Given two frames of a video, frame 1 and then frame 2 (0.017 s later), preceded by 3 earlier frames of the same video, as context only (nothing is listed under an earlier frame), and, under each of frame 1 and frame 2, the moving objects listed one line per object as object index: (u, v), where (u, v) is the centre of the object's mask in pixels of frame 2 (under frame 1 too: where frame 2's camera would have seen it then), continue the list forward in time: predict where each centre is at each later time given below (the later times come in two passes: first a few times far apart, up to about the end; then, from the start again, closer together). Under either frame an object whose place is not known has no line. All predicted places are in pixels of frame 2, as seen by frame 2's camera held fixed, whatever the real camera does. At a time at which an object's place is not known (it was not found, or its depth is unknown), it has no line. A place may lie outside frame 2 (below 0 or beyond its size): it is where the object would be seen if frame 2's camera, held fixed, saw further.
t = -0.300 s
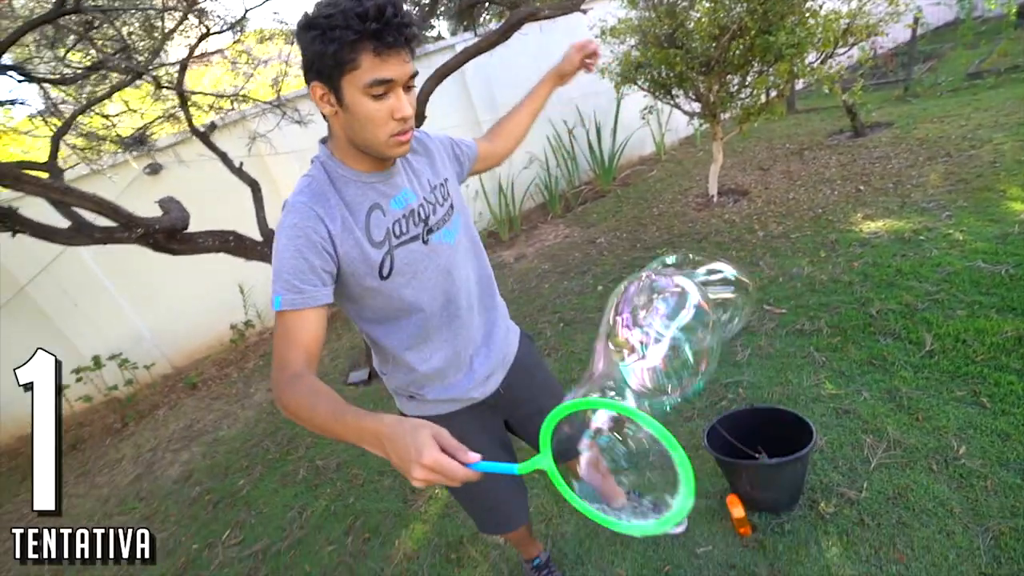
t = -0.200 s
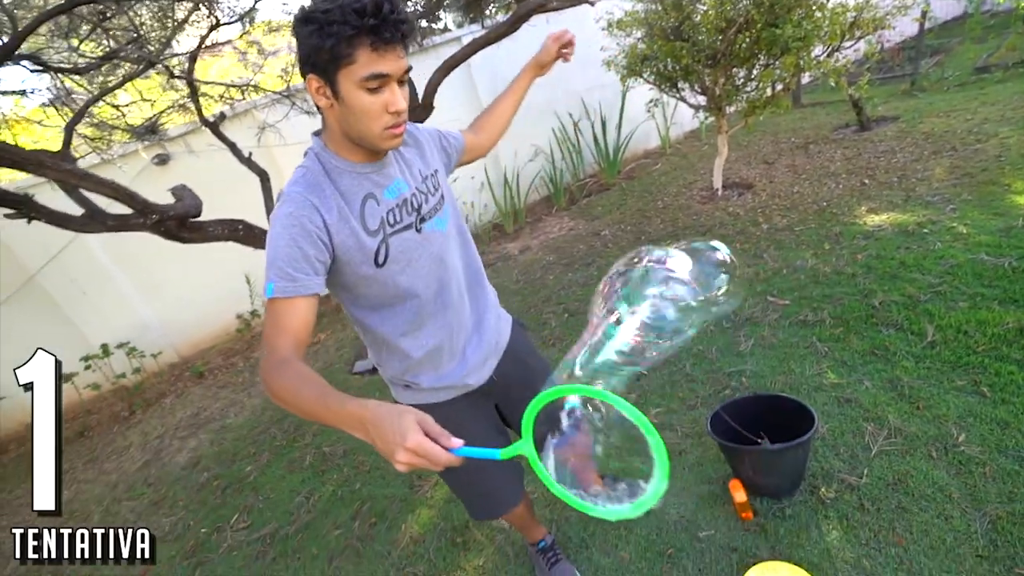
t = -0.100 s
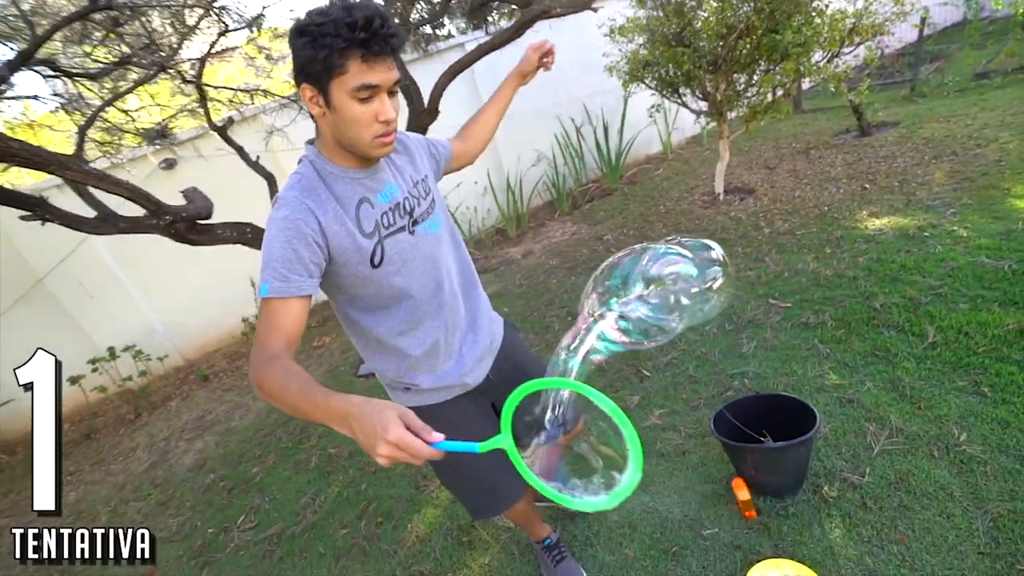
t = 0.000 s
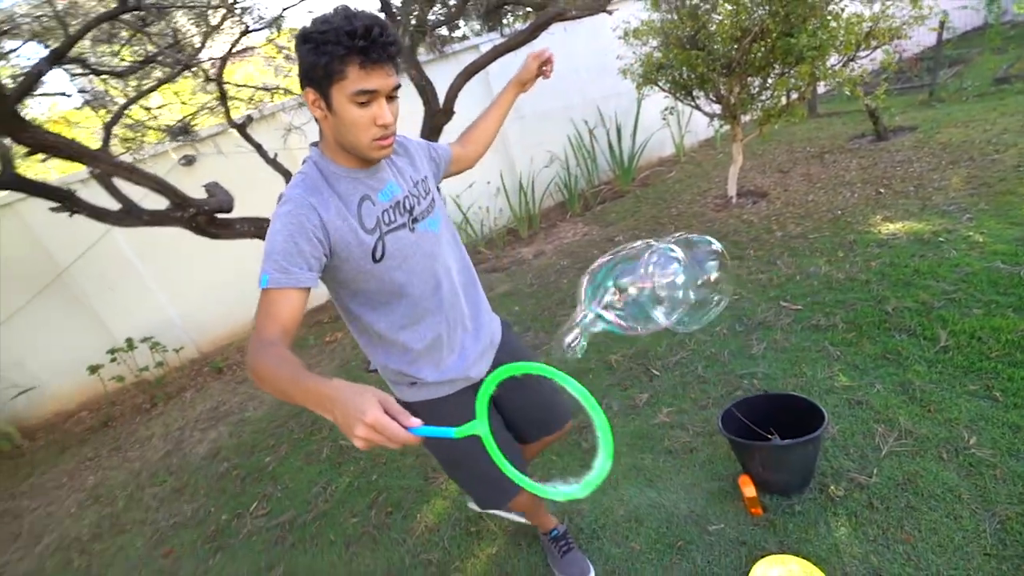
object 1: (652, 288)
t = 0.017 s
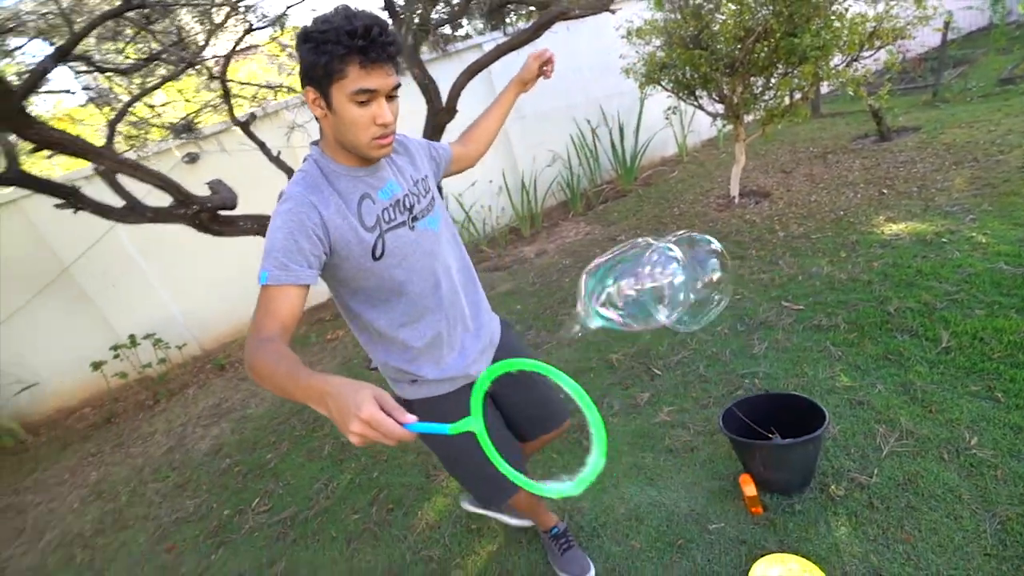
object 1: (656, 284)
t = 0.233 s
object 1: (675, 279)
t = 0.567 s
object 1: (671, 284)
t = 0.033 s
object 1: (655, 283)
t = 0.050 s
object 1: (684, 280)
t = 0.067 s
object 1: (669, 284)
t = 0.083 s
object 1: (675, 280)
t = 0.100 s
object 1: (680, 279)
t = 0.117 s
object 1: (680, 279)
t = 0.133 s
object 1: (679, 279)
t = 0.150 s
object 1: (678, 280)
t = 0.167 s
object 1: (677, 280)
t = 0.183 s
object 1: (677, 280)
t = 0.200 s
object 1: (676, 279)
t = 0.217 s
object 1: (676, 279)
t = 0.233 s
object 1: (675, 279)
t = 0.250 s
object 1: (675, 279)
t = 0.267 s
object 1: (674, 279)
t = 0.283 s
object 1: (674, 280)
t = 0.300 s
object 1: (673, 280)
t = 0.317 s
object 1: (673, 280)
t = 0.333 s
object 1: (672, 281)
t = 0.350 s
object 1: (672, 281)
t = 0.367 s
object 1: (672, 281)
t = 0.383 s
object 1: (672, 281)
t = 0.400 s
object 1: (671, 281)
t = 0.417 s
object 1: (671, 281)
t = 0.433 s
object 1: (671, 281)
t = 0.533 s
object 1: (670, 283)
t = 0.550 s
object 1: (671, 284)
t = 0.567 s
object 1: (671, 284)
